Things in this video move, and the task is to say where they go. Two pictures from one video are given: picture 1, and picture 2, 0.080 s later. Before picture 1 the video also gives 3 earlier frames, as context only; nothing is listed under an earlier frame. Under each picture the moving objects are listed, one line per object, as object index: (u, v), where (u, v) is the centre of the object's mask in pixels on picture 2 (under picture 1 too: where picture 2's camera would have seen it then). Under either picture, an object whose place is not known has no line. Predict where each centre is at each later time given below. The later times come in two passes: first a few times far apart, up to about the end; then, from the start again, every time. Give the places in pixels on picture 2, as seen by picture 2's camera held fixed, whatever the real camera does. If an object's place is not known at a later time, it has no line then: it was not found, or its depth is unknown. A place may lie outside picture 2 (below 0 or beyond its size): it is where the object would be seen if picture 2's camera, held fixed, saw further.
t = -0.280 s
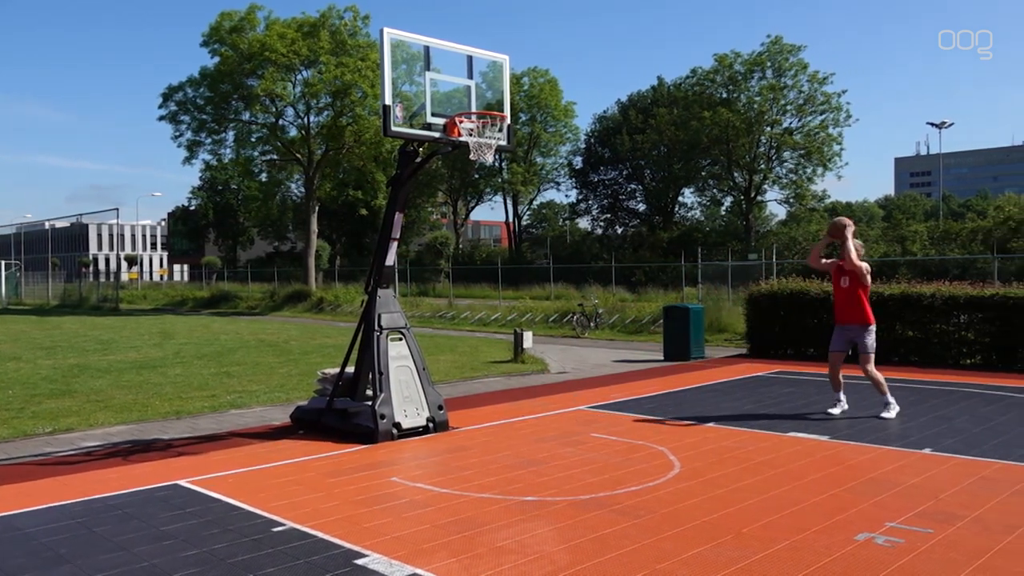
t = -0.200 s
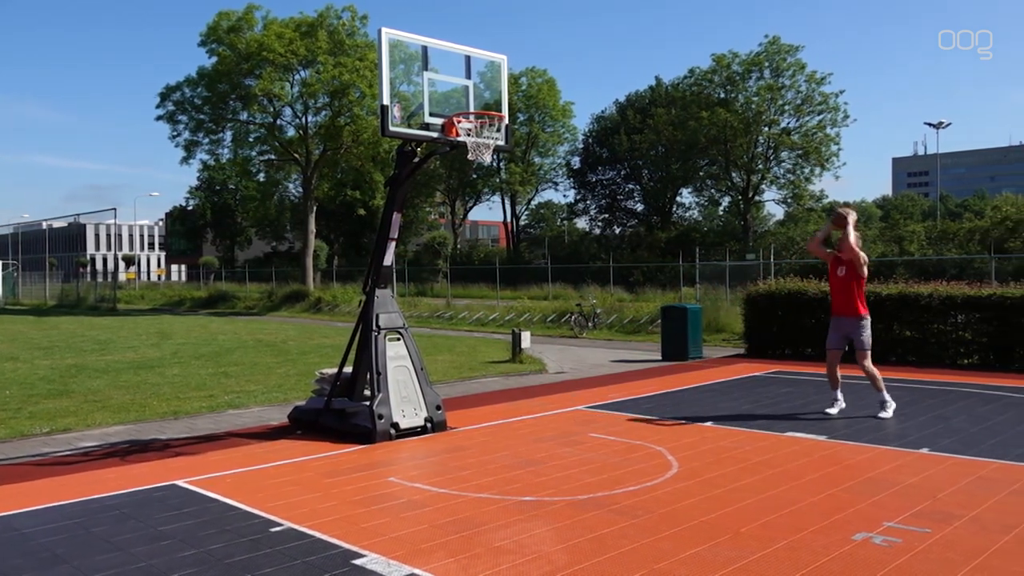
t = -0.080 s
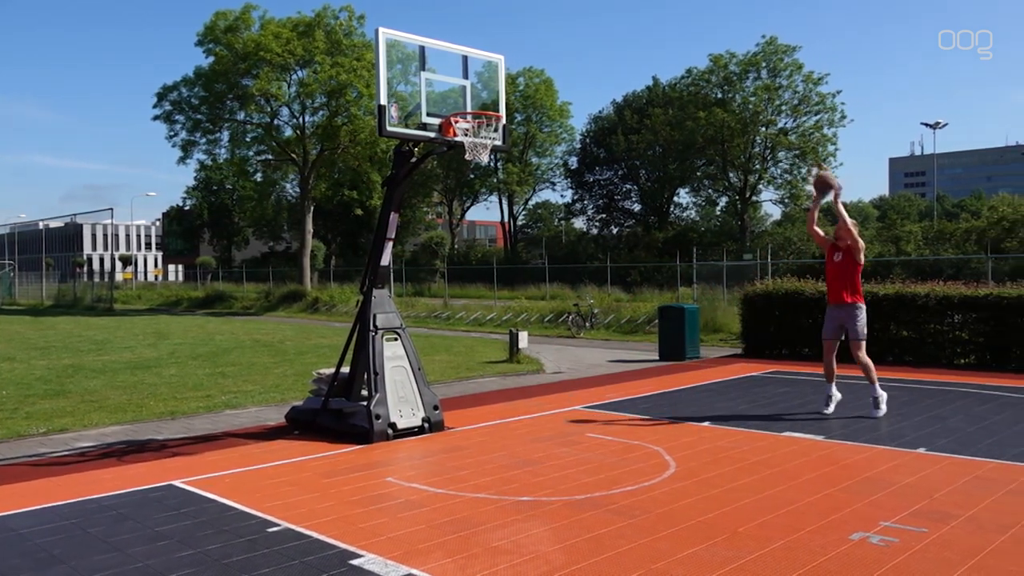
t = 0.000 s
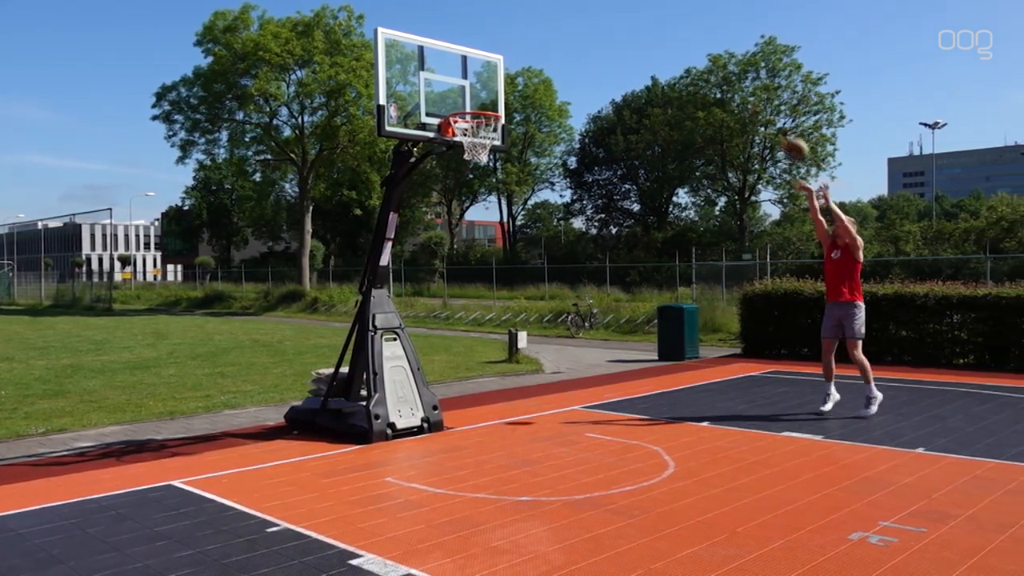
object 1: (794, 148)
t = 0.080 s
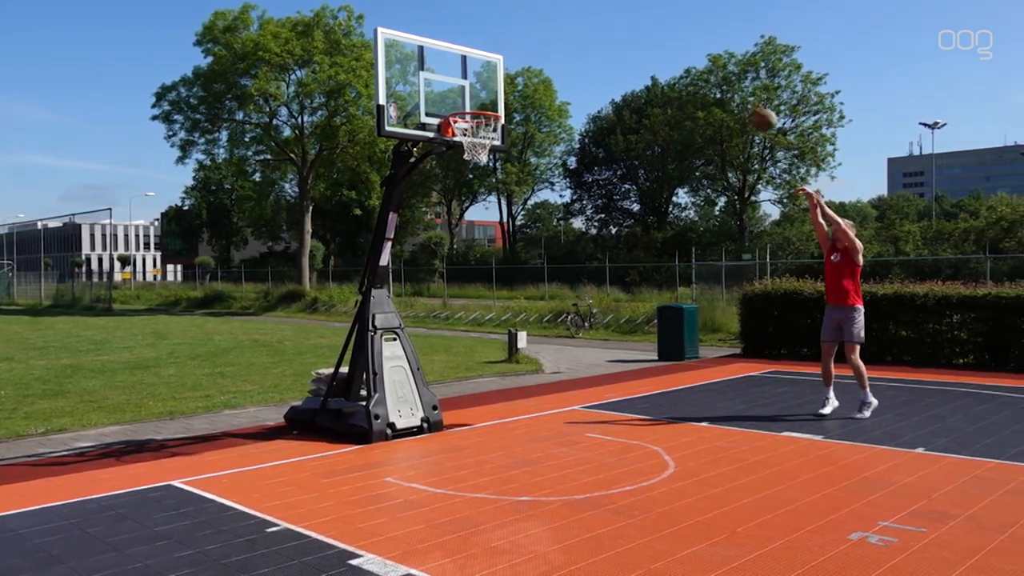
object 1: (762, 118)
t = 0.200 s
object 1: (716, 87)
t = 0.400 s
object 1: (634, 60)
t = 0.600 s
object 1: (549, 71)
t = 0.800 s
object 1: (500, 106)
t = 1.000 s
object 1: (553, 127)
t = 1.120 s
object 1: (591, 153)
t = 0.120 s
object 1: (748, 107)
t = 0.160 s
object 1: (731, 94)
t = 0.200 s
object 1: (716, 87)
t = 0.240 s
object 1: (700, 78)
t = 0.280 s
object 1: (684, 72)
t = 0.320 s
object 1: (667, 66)
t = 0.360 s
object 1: (651, 62)
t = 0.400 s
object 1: (634, 60)
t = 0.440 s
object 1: (617, 59)
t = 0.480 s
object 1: (600, 59)
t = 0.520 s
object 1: (583, 61)
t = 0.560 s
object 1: (566, 65)
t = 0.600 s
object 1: (549, 71)
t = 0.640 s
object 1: (532, 78)
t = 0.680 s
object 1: (514, 87)
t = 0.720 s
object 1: (498, 96)
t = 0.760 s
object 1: (498, 101)
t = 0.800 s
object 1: (500, 106)
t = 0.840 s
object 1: (502, 113)
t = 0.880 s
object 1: (513, 116)
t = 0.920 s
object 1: (526, 118)
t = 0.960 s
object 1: (538, 122)
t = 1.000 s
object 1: (553, 127)
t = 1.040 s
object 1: (564, 134)
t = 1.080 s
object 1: (578, 142)
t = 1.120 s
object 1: (591, 153)
